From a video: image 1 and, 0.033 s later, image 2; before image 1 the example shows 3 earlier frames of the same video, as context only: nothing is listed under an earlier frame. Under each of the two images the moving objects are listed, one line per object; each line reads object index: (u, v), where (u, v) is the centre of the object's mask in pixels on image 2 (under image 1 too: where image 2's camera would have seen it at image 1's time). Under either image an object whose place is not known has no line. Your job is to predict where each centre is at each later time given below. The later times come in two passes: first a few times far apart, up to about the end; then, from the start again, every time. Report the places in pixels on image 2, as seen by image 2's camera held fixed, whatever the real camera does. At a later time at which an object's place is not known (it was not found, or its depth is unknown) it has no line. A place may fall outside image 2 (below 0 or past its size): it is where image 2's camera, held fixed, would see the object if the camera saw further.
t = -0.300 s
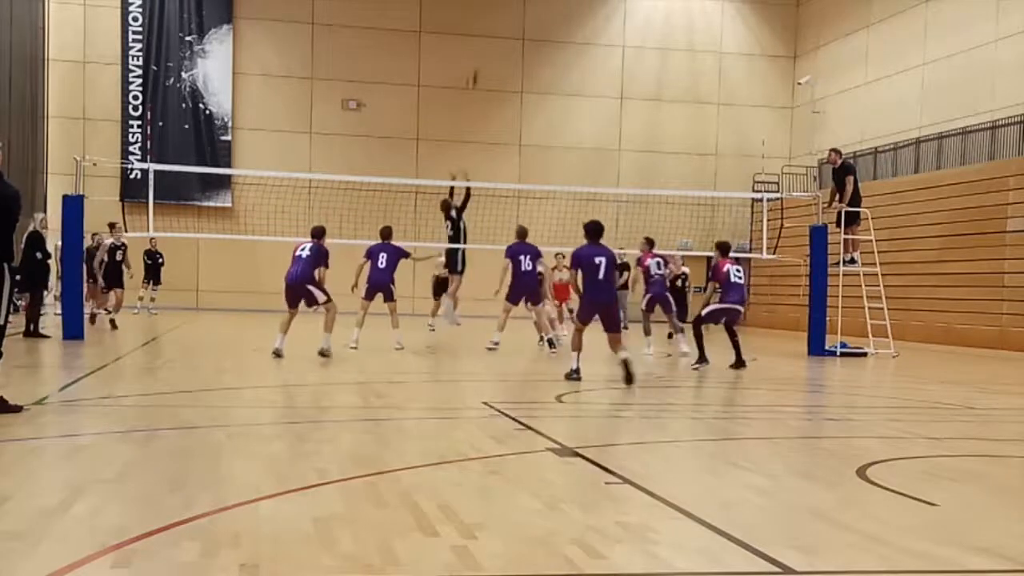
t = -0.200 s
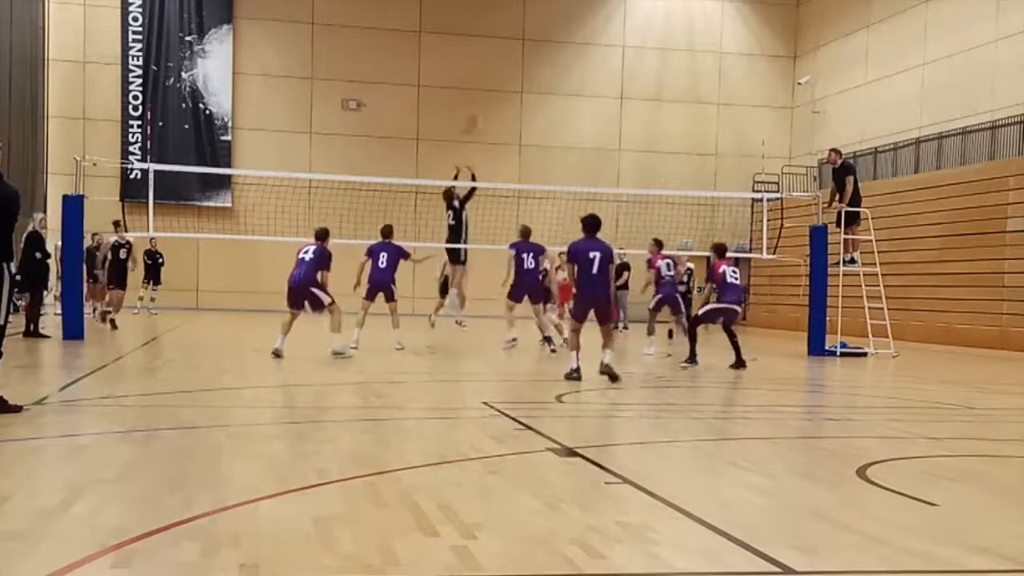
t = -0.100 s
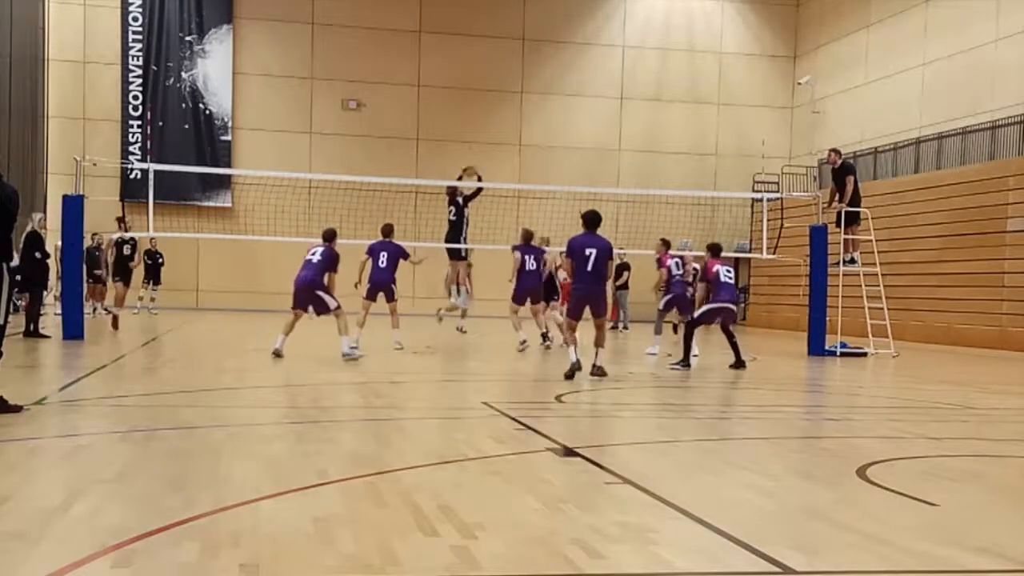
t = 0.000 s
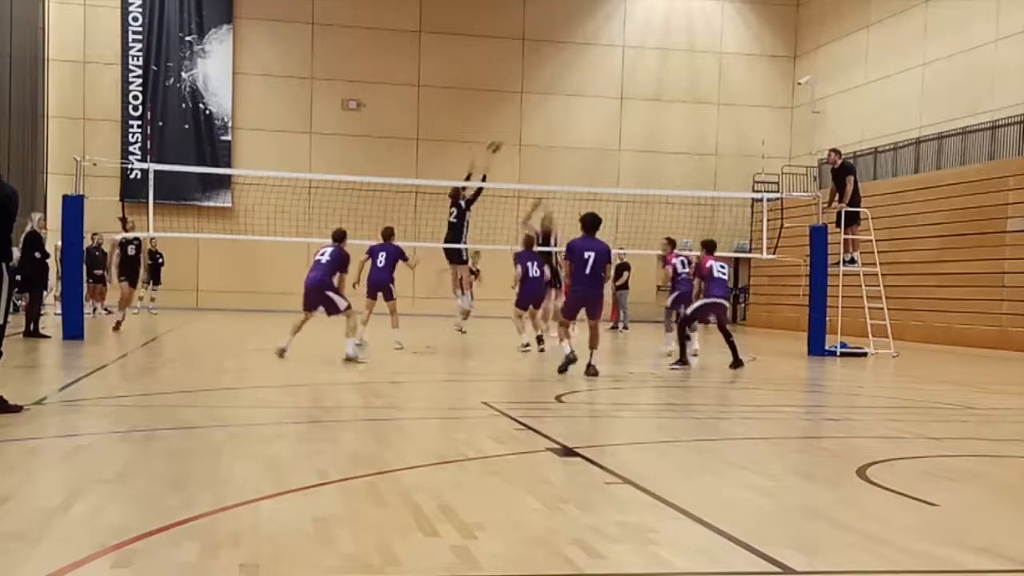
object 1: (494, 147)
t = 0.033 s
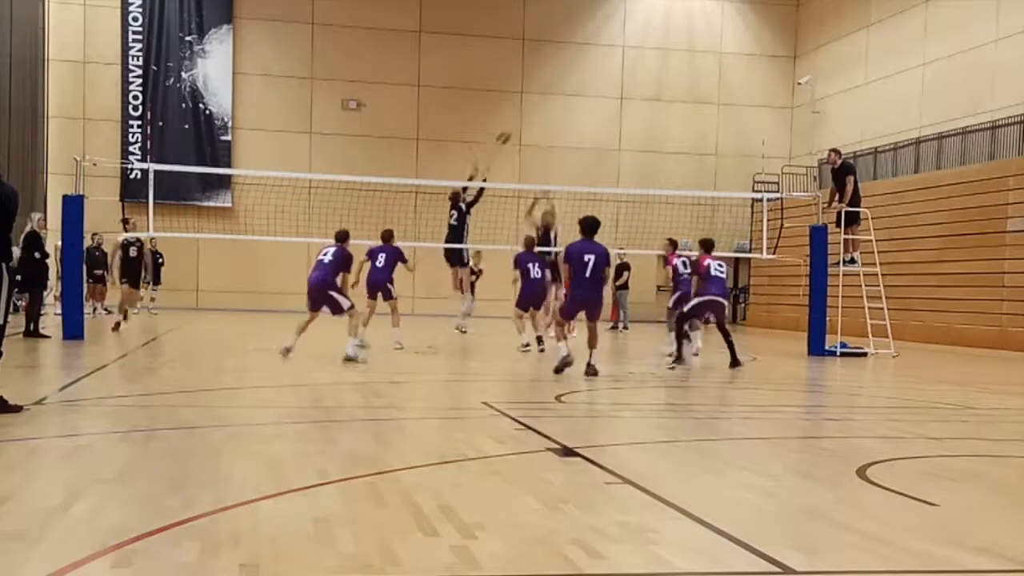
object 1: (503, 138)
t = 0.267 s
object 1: (575, 90)
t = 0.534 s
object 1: (649, 84)
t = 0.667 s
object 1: (685, 98)
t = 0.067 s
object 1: (514, 128)
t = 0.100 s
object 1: (525, 120)
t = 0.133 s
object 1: (535, 112)
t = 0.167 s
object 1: (545, 107)
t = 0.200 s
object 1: (555, 98)
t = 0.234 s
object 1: (566, 94)
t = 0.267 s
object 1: (575, 90)
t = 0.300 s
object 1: (583, 87)
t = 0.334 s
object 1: (594, 84)
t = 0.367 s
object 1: (604, 82)
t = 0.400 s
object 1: (613, 81)
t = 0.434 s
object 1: (622, 81)
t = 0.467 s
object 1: (631, 81)
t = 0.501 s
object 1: (640, 82)
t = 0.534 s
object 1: (649, 84)
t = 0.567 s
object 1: (659, 87)
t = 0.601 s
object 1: (668, 90)
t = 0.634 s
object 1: (676, 94)
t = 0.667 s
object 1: (685, 98)
